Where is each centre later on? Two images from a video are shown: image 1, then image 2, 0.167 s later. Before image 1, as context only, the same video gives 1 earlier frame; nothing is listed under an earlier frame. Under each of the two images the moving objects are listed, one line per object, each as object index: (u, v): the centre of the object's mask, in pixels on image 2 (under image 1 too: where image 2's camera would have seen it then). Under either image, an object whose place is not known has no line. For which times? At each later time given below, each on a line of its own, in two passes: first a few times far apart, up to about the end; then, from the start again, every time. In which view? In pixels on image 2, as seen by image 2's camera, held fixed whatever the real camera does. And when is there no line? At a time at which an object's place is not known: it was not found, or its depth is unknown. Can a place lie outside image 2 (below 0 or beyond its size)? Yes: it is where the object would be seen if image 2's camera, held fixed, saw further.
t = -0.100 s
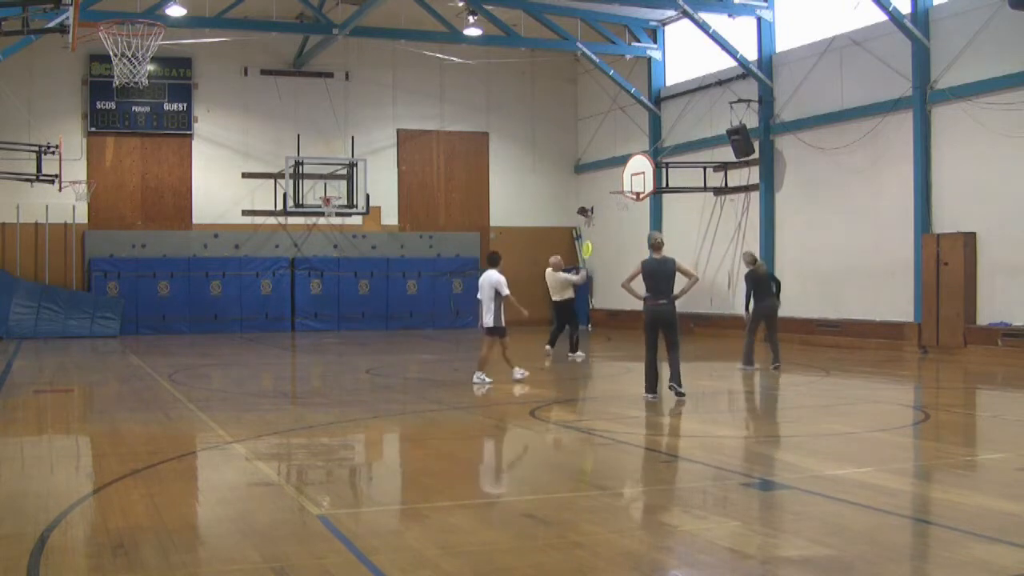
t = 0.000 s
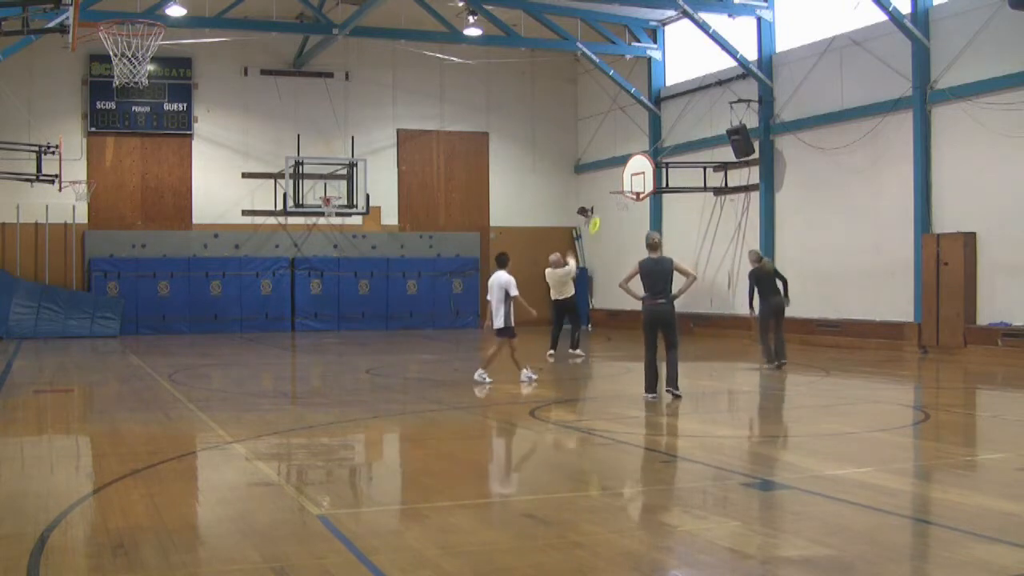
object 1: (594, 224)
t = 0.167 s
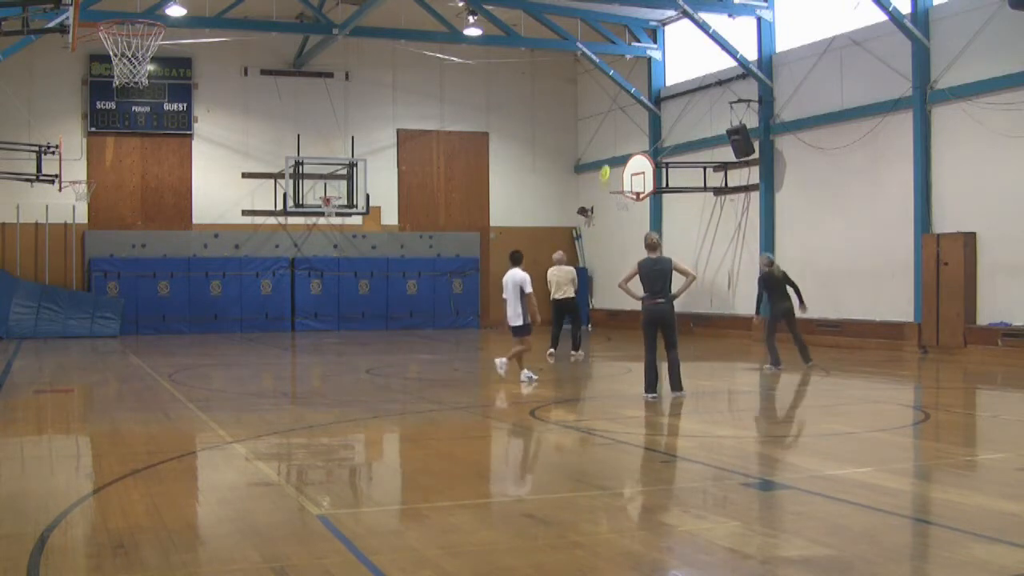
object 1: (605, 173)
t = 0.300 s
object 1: (610, 145)
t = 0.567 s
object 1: (616, 119)
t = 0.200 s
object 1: (606, 165)
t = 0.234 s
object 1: (608, 157)
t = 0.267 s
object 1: (608, 151)
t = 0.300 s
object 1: (610, 145)
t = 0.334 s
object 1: (611, 139)
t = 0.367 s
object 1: (612, 134)
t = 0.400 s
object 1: (613, 130)
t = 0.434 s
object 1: (614, 126)
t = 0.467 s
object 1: (614, 124)
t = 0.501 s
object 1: (615, 121)
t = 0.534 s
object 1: (616, 120)
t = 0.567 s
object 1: (616, 119)
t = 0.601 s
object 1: (617, 118)
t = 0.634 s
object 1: (618, 119)
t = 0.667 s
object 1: (619, 119)
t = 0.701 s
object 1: (619, 120)
